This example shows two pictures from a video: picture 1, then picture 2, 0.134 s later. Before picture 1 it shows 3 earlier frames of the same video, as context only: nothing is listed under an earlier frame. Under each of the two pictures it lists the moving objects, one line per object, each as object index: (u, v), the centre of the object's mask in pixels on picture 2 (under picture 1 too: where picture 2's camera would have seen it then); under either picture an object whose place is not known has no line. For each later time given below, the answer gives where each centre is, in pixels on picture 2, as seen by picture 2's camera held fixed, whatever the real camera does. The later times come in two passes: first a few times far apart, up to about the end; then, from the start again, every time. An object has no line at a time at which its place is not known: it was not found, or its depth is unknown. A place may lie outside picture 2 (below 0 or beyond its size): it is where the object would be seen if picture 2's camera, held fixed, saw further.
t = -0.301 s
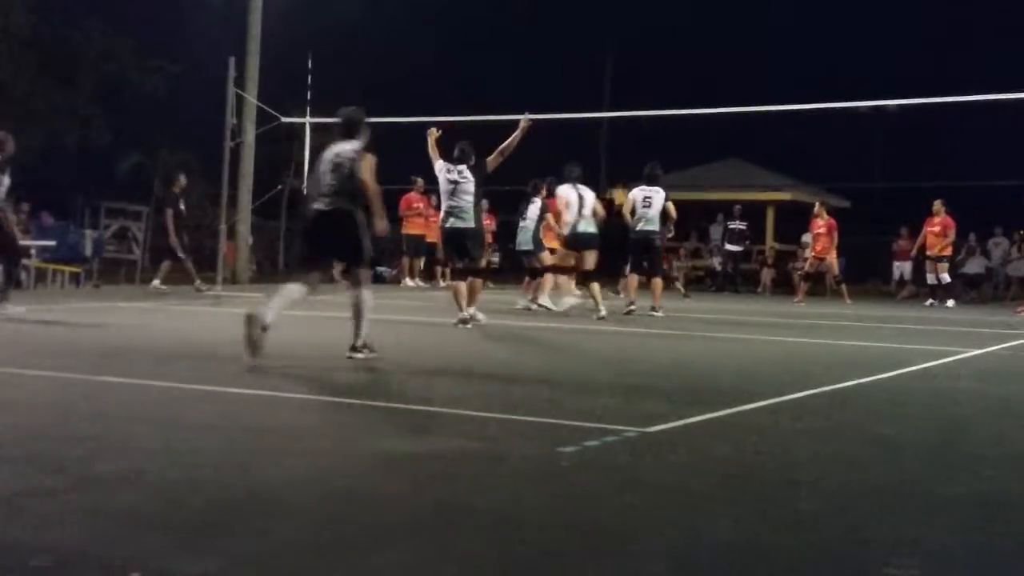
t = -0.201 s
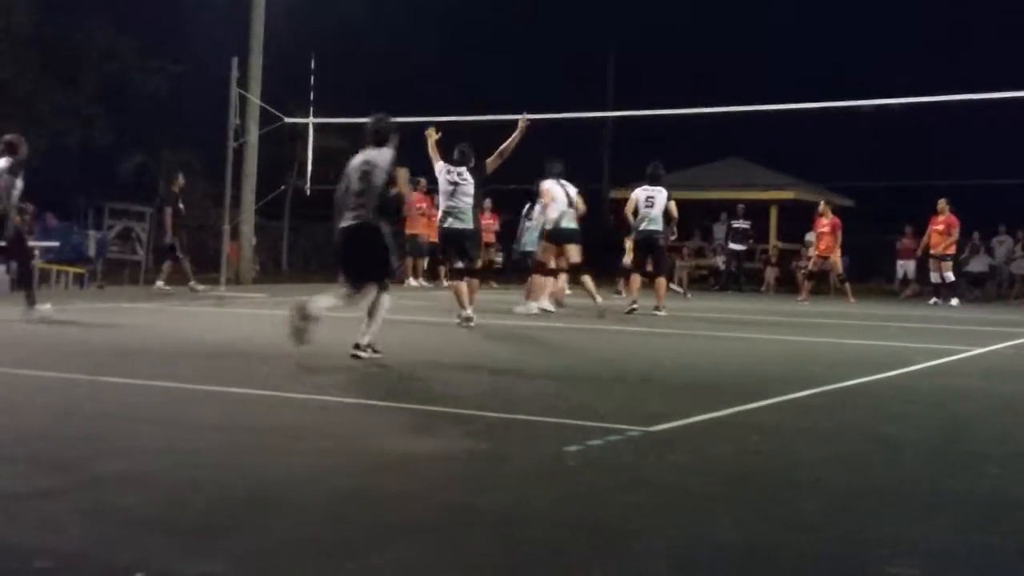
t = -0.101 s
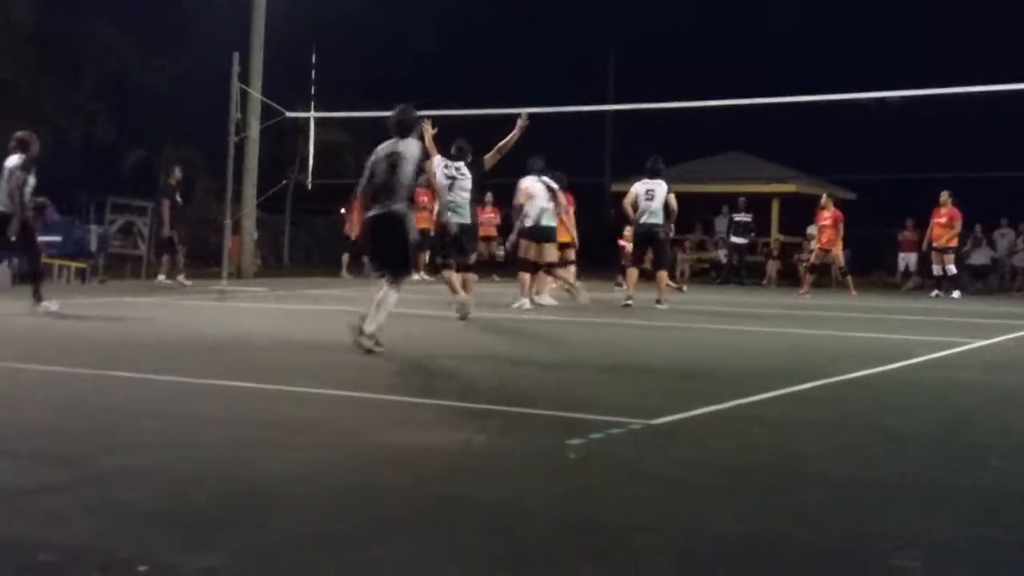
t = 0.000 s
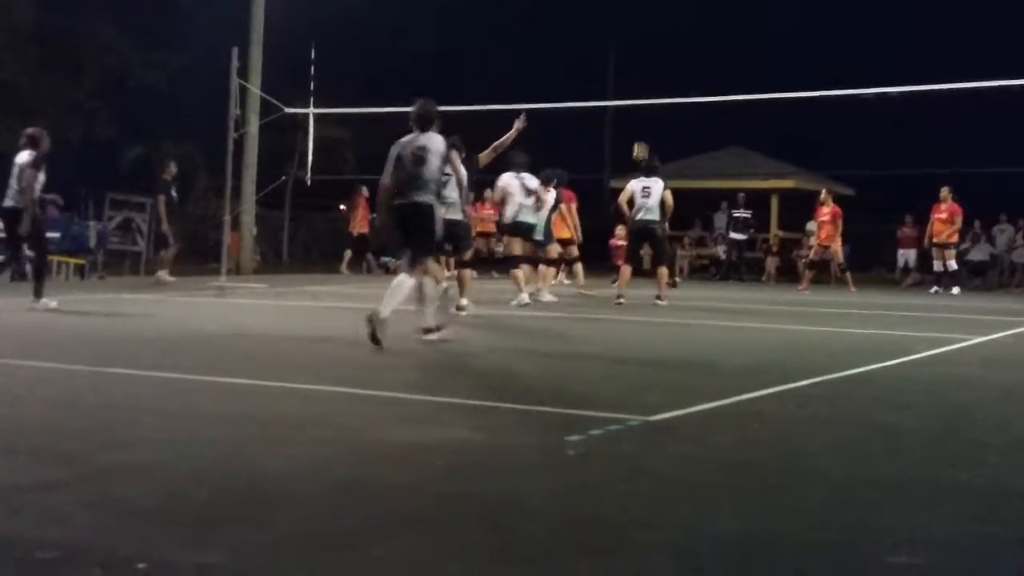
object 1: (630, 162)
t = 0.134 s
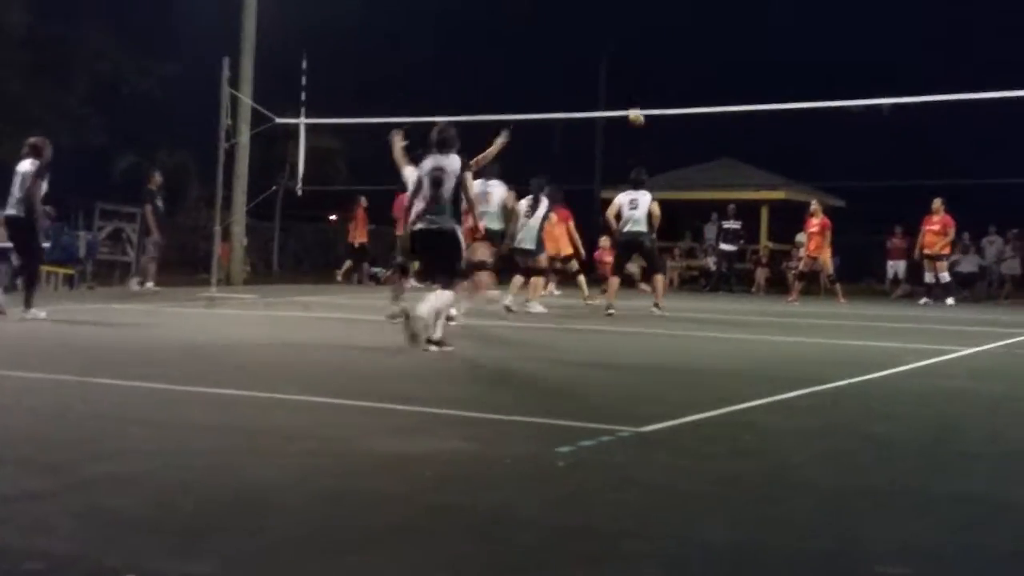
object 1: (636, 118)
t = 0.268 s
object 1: (641, 81)
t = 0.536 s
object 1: (651, 46)
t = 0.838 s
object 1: (660, 66)
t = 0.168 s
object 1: (637, 104)
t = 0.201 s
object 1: (638, 97)
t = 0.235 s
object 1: (640, 89)
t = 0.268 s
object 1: (641, 81)
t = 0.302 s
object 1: (643, 75)
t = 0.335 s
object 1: (645, 69)
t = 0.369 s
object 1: (645, 63)
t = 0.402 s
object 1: (646, 58)
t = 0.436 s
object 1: (647, 53)
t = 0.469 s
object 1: (649, 50)
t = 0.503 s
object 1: (650, 48)
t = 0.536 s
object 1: (651, 46)
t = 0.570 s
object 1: (652, 45)
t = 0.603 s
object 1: (653, 45)
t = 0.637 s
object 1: (654, 45)
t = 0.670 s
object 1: (655, 46)
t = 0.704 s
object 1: (657, 48)
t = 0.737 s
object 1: (658, 51)
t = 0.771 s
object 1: (659, 55)
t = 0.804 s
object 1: (659, 60)
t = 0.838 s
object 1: (660, 66)
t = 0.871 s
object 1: (662, 73)
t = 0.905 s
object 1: (663, 79)
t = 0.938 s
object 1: (664, 89)
